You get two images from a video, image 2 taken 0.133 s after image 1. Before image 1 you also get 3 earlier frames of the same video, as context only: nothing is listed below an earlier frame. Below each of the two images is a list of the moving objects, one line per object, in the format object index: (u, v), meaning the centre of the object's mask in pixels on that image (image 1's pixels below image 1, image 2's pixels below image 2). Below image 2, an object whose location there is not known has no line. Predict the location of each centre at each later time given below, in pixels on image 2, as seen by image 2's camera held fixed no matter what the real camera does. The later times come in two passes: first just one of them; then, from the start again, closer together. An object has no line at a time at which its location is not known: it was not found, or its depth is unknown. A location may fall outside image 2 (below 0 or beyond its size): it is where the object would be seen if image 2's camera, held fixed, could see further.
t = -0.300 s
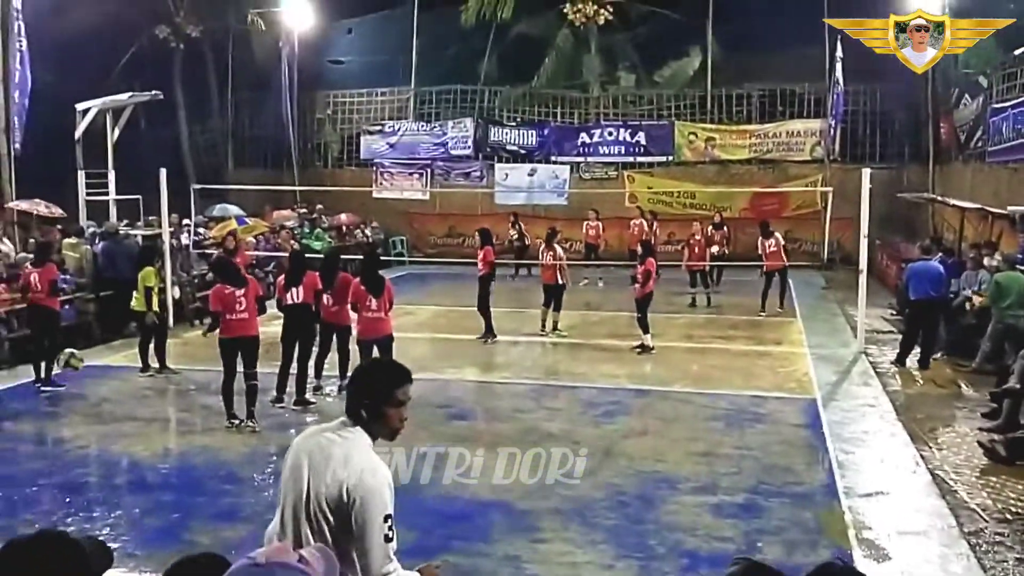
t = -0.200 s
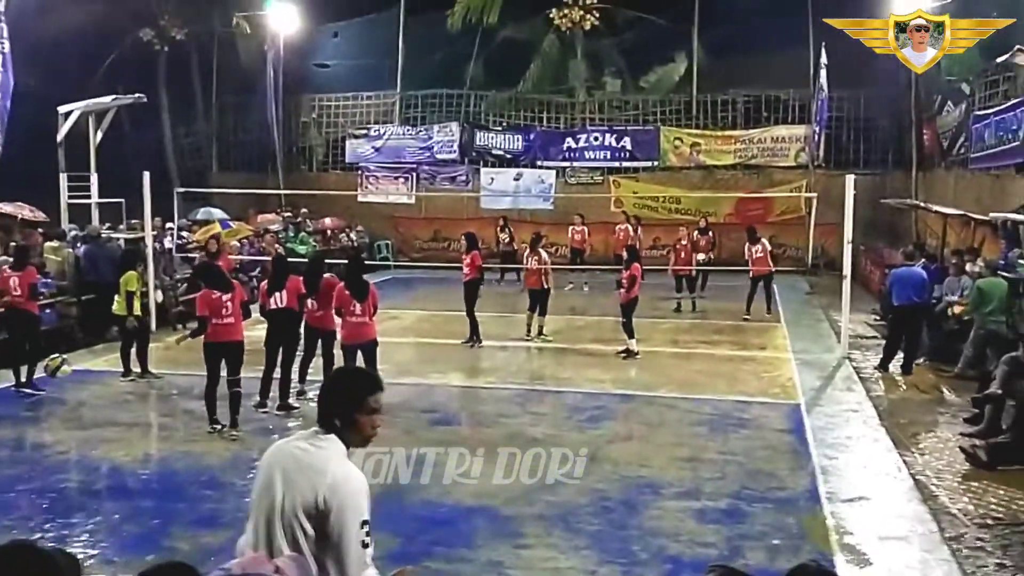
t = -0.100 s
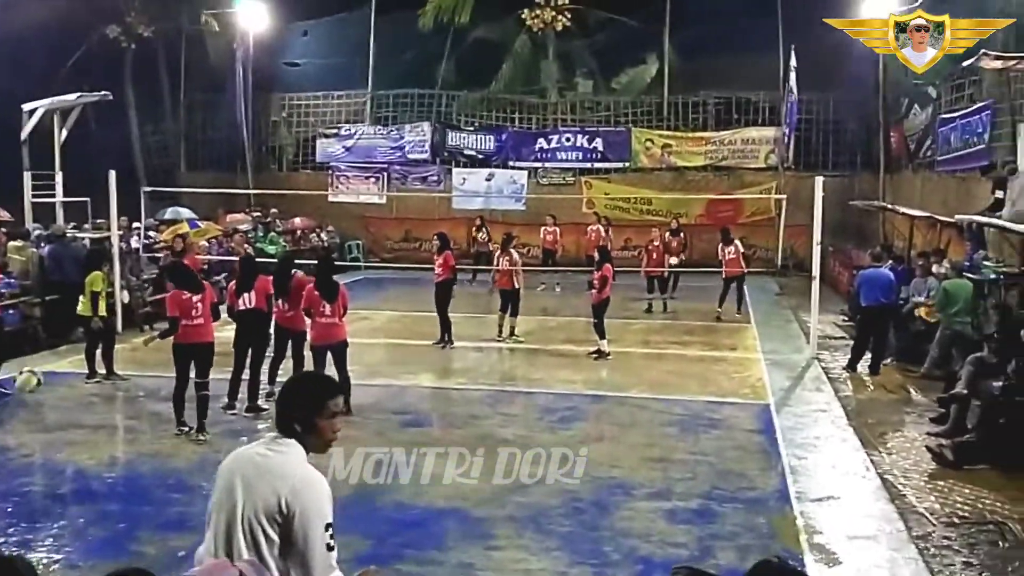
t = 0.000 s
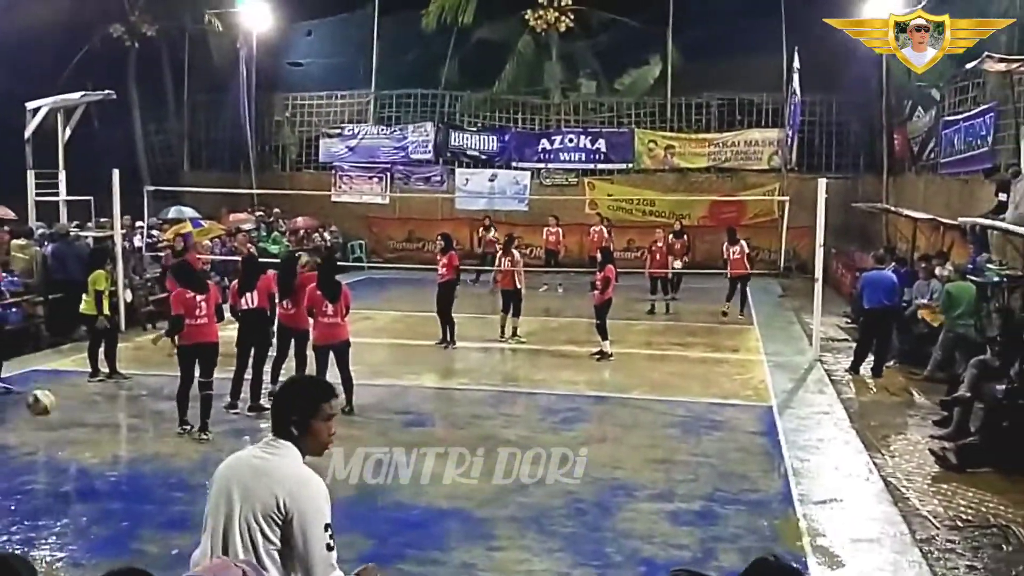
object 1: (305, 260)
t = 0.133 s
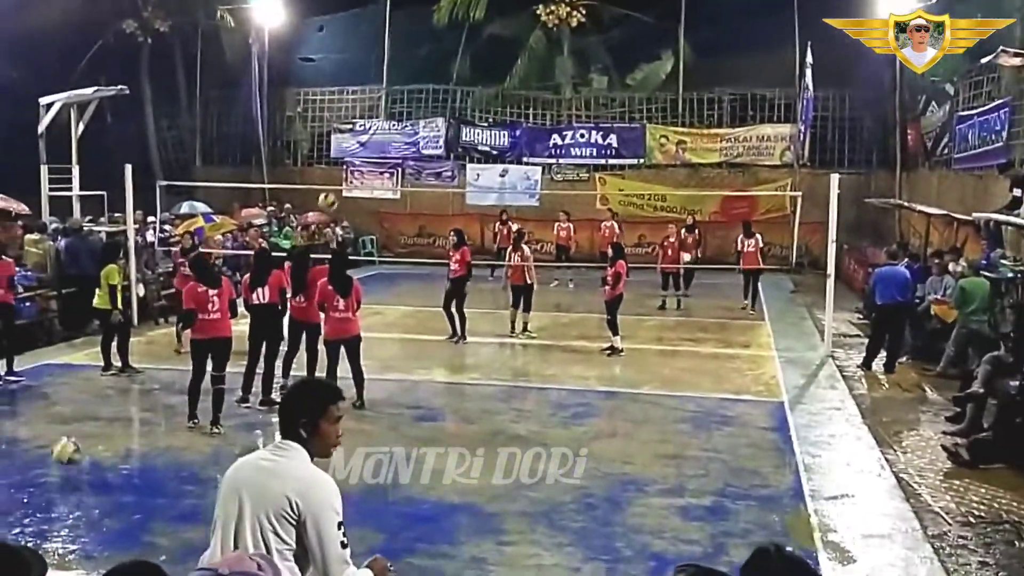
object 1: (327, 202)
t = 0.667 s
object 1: (386, 125)
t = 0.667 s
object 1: (386, 125)
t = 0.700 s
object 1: (389, 128)
